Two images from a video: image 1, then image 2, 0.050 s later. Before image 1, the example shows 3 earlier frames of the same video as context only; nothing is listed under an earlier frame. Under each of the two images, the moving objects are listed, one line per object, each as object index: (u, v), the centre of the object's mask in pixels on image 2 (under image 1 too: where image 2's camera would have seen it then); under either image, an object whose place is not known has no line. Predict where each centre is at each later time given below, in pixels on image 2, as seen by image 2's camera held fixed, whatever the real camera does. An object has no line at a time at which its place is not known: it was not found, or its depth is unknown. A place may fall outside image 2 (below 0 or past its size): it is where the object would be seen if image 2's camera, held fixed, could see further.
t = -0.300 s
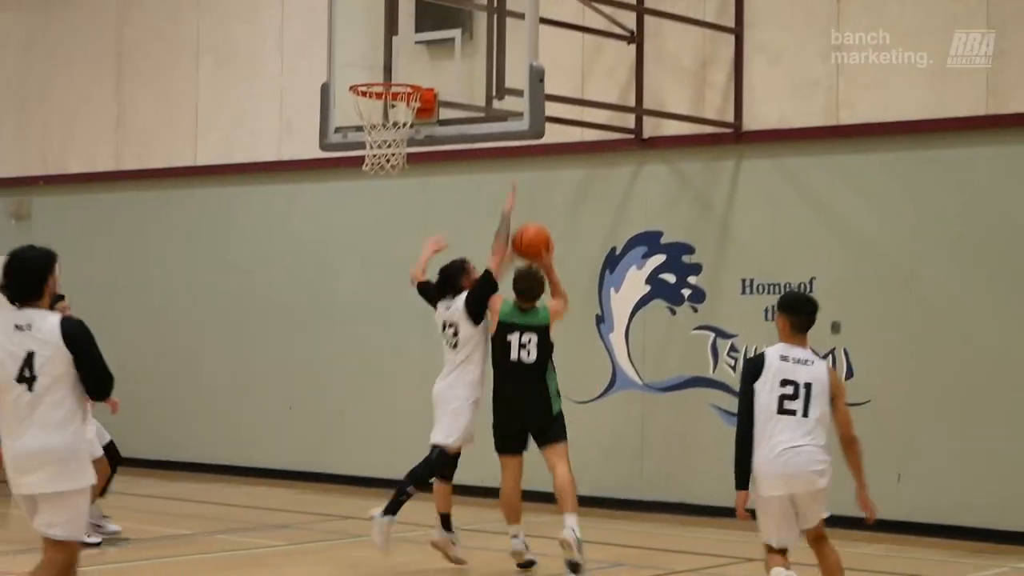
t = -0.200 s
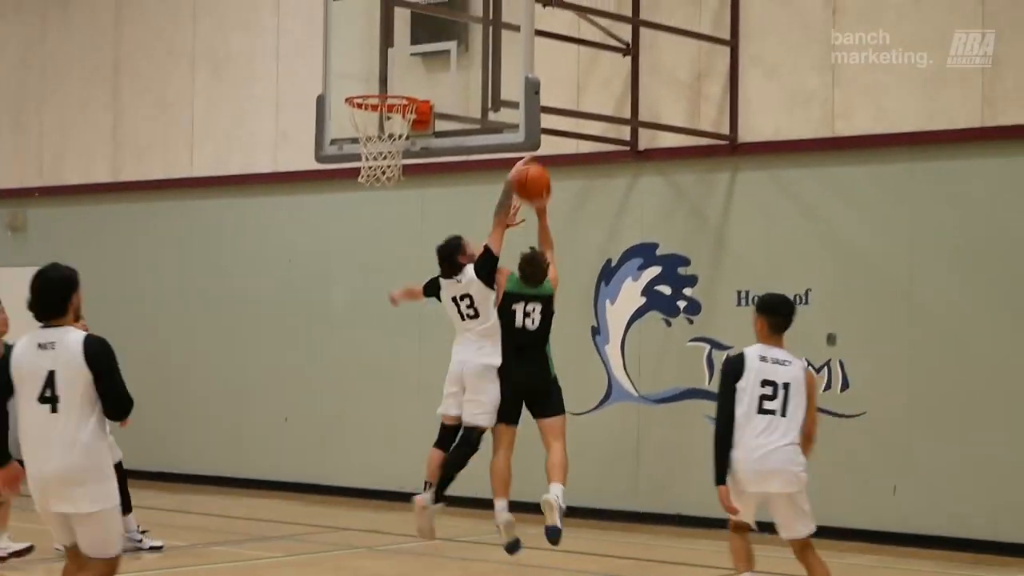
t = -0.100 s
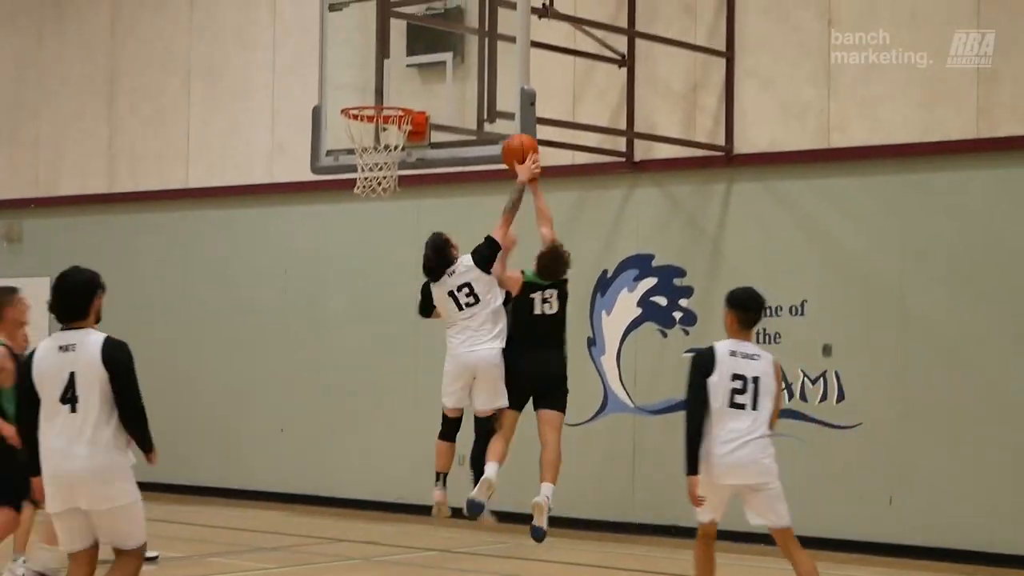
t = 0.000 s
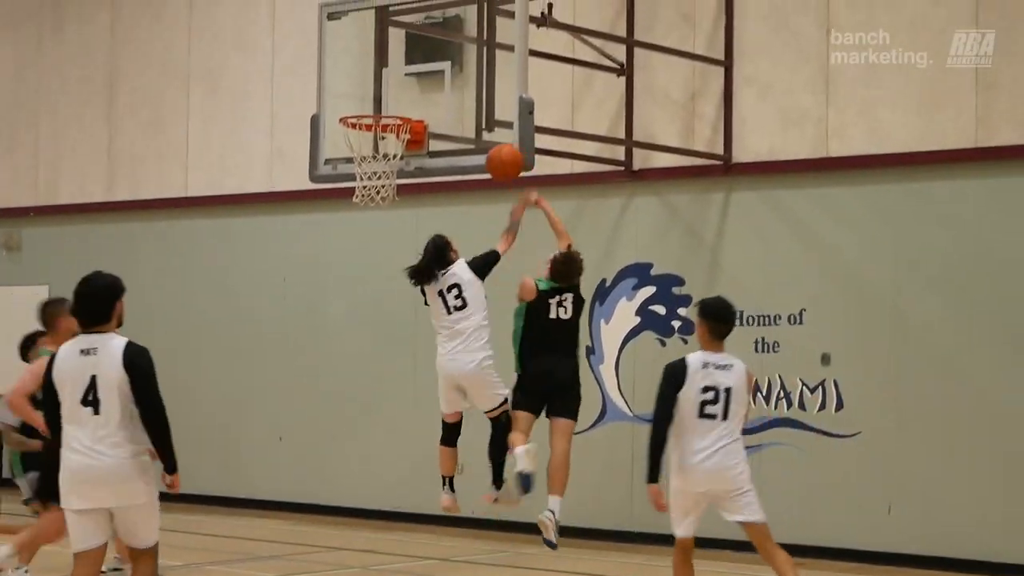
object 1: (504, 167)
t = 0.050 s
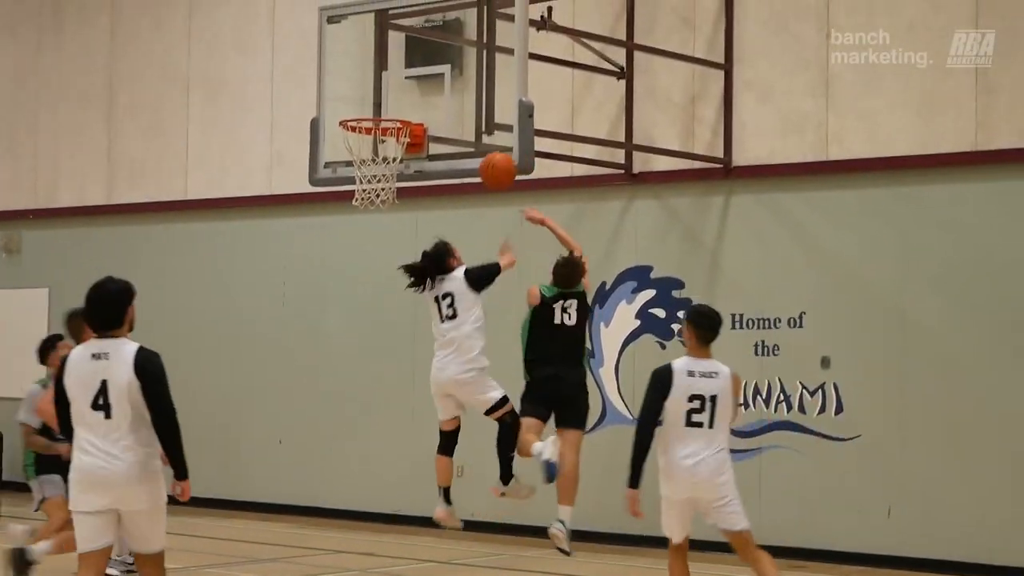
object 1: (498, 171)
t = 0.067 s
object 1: (496, 172)
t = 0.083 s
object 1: (494, 175)
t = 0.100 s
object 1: (491, 179)
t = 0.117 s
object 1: (490, 182)
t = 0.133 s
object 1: (487, 186)
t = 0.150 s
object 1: (485, 190)
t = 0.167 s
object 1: (482, 195)
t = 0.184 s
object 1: (480, 200)
